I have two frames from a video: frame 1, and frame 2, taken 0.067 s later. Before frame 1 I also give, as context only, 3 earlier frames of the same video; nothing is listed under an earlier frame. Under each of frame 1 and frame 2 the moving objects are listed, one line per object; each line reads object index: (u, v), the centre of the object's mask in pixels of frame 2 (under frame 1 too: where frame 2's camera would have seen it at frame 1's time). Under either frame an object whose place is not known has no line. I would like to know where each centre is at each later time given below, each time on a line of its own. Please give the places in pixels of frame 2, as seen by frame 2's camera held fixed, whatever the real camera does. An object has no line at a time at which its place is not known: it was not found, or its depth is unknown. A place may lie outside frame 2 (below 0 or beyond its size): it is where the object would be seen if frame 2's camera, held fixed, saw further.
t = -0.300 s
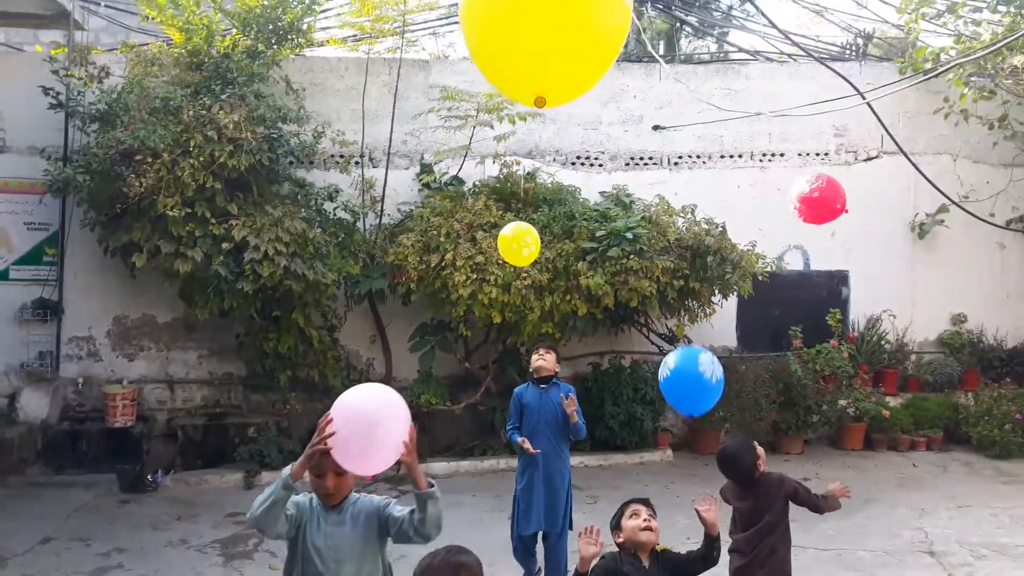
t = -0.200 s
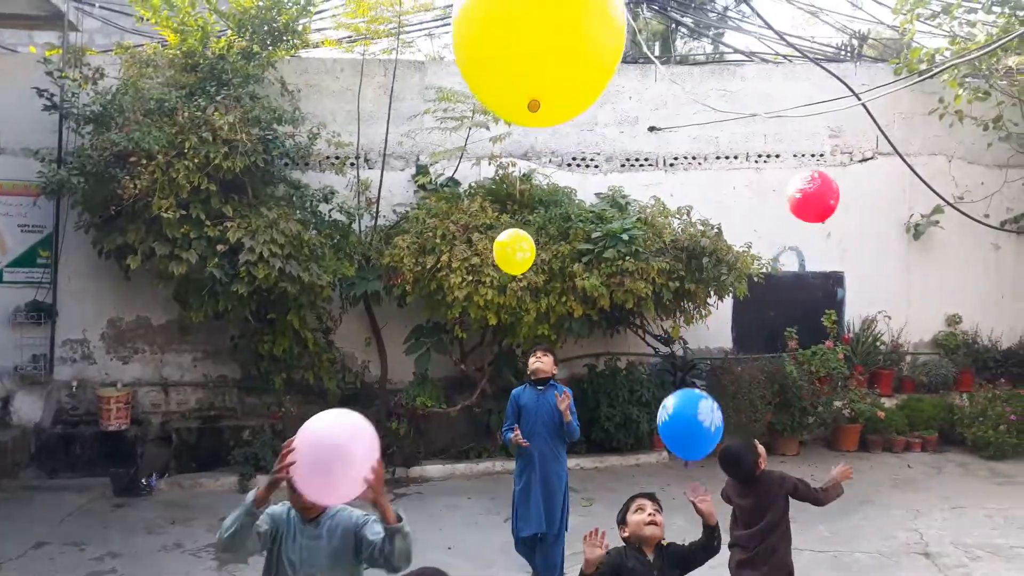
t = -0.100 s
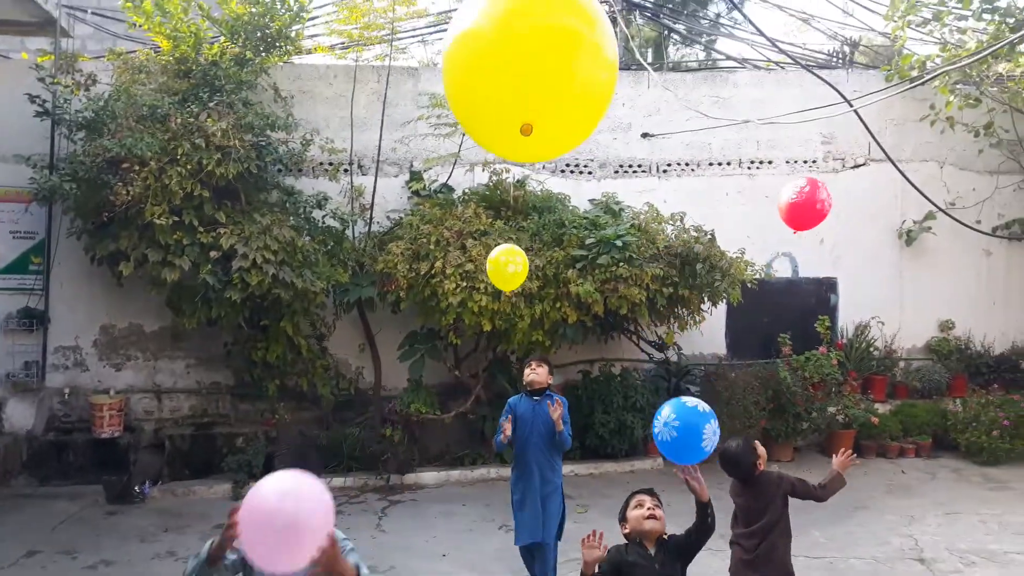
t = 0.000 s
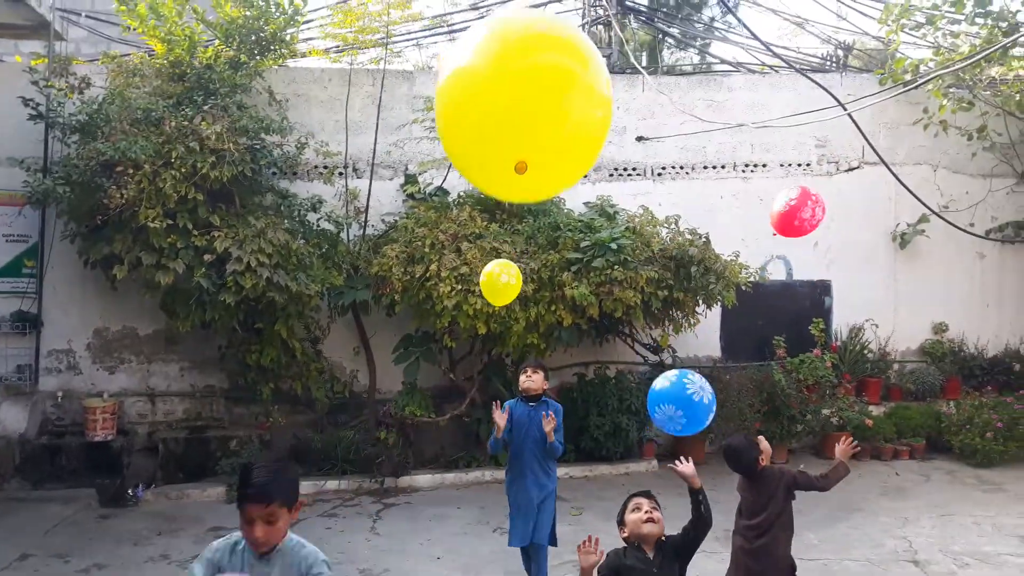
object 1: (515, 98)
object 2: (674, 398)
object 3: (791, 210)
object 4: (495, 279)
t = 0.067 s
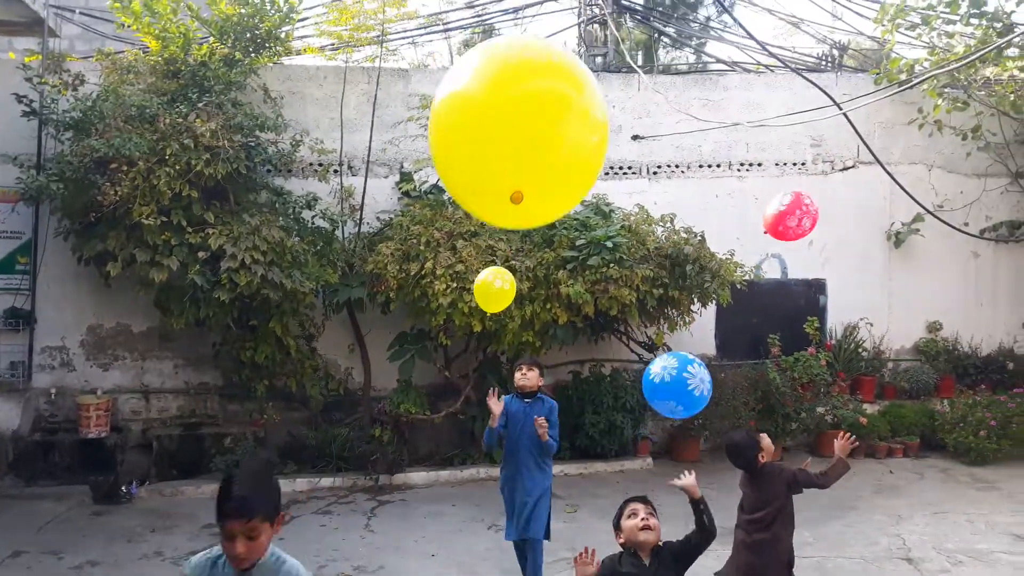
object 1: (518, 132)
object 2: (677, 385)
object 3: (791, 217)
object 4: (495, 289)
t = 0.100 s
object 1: (518, 143)
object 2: (677, 377)
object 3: (790, 219)
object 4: (493, 293)
